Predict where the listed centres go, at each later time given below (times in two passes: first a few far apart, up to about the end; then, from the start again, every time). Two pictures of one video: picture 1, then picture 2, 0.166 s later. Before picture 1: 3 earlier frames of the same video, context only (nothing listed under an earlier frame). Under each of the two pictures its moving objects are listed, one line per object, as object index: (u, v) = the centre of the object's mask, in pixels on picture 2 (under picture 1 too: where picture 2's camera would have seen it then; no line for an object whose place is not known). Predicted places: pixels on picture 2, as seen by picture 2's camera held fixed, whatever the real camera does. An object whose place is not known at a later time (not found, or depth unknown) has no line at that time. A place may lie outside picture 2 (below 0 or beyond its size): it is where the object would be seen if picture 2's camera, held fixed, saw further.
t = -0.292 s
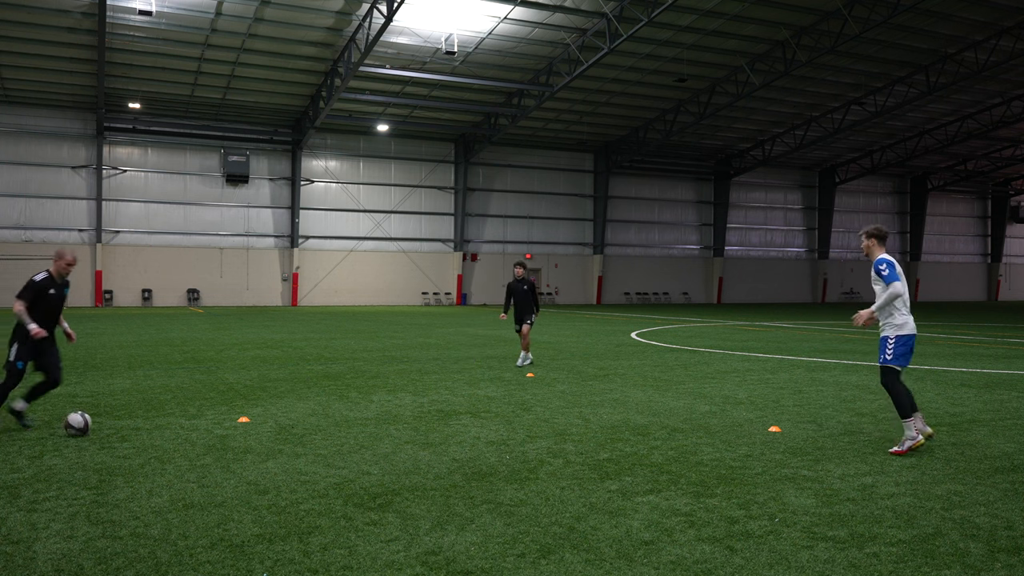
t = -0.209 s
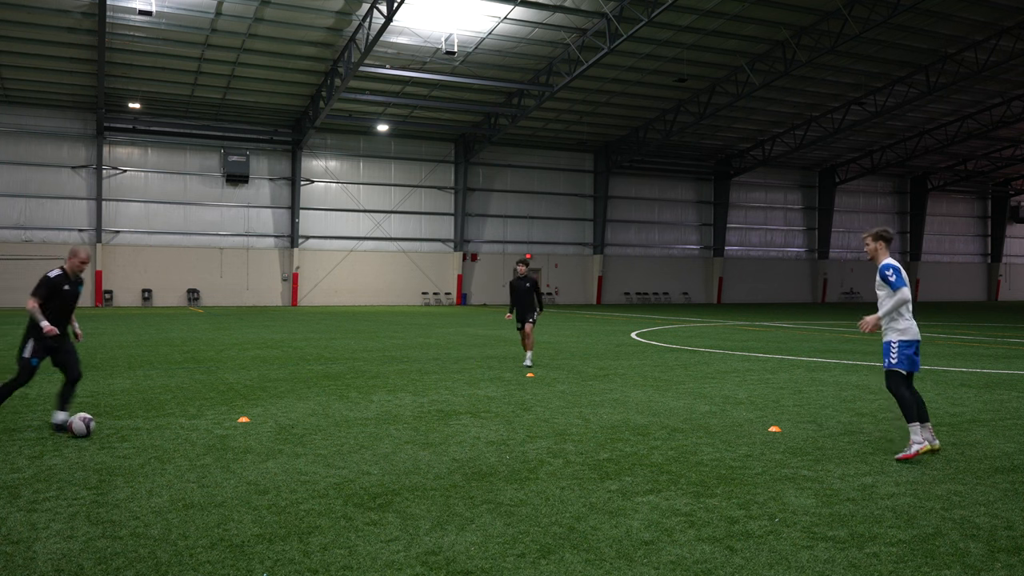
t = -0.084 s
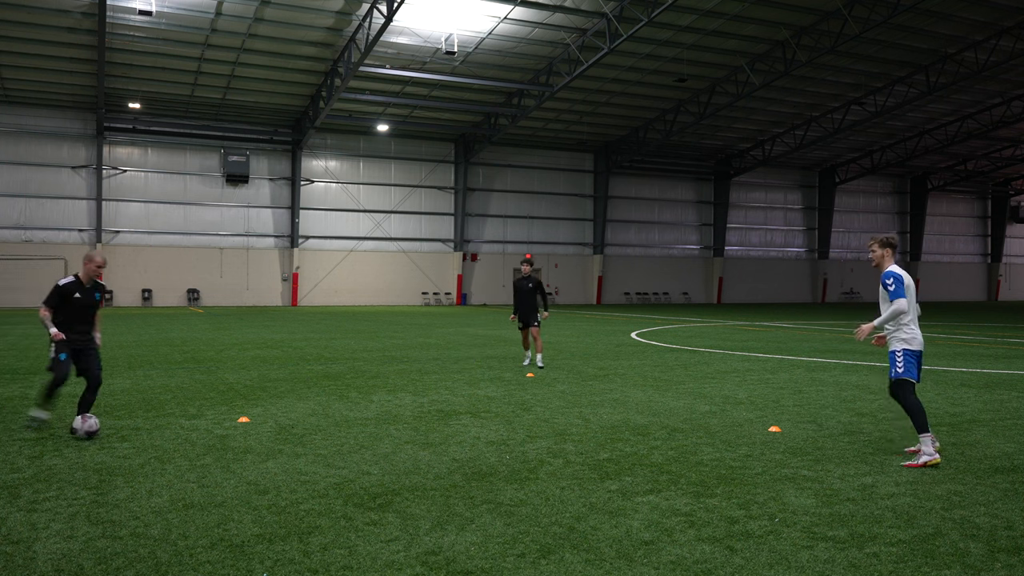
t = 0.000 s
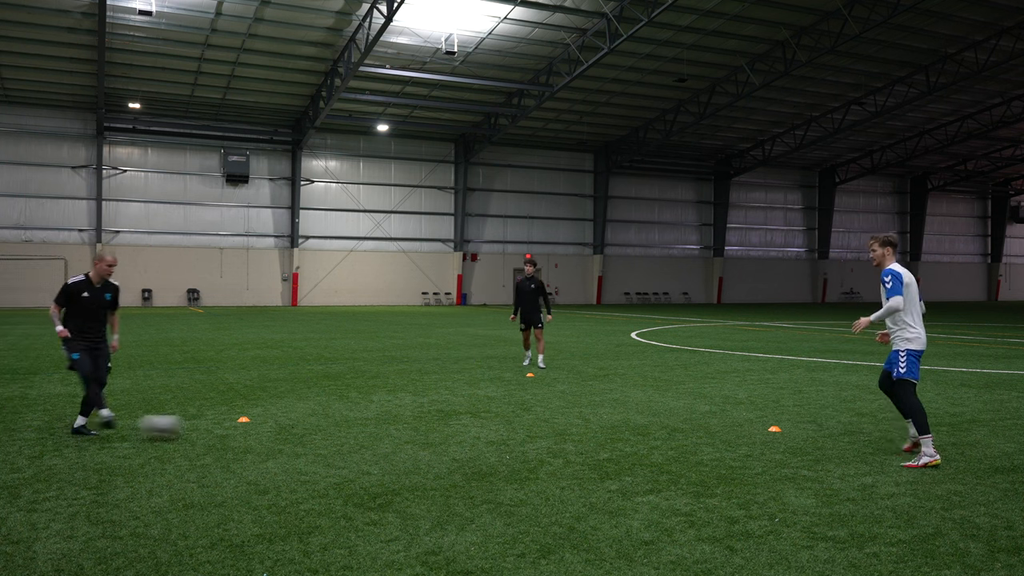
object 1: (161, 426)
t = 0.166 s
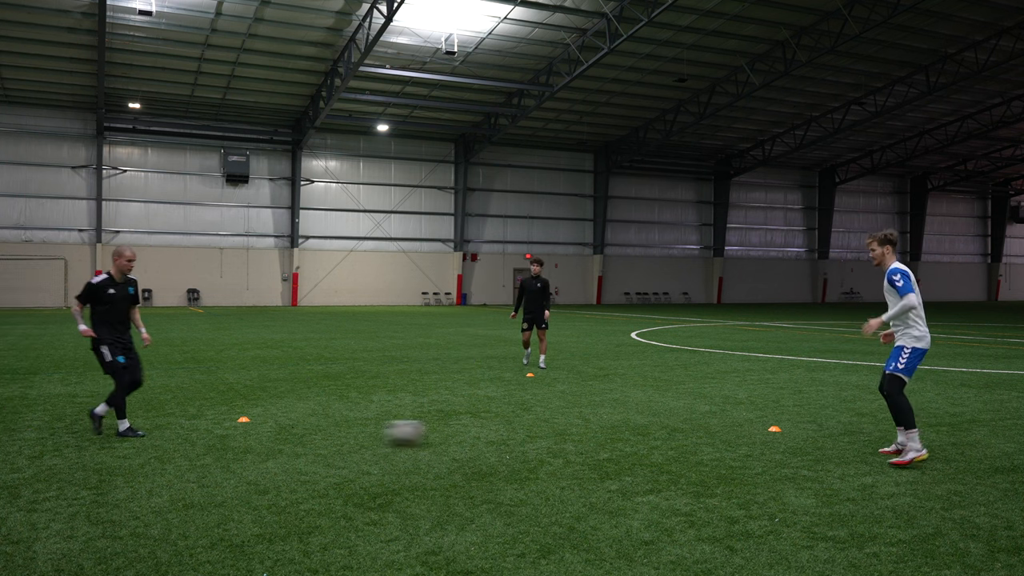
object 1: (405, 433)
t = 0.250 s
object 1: (519, 435)
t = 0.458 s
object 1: (785, 440)
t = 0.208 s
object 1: (462, 434)
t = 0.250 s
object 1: (519, 435)
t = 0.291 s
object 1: (575, 436)
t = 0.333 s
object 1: (630, 437)
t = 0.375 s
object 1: (683, 438)
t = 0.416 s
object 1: (733, 439)
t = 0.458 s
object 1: (785, 440)
